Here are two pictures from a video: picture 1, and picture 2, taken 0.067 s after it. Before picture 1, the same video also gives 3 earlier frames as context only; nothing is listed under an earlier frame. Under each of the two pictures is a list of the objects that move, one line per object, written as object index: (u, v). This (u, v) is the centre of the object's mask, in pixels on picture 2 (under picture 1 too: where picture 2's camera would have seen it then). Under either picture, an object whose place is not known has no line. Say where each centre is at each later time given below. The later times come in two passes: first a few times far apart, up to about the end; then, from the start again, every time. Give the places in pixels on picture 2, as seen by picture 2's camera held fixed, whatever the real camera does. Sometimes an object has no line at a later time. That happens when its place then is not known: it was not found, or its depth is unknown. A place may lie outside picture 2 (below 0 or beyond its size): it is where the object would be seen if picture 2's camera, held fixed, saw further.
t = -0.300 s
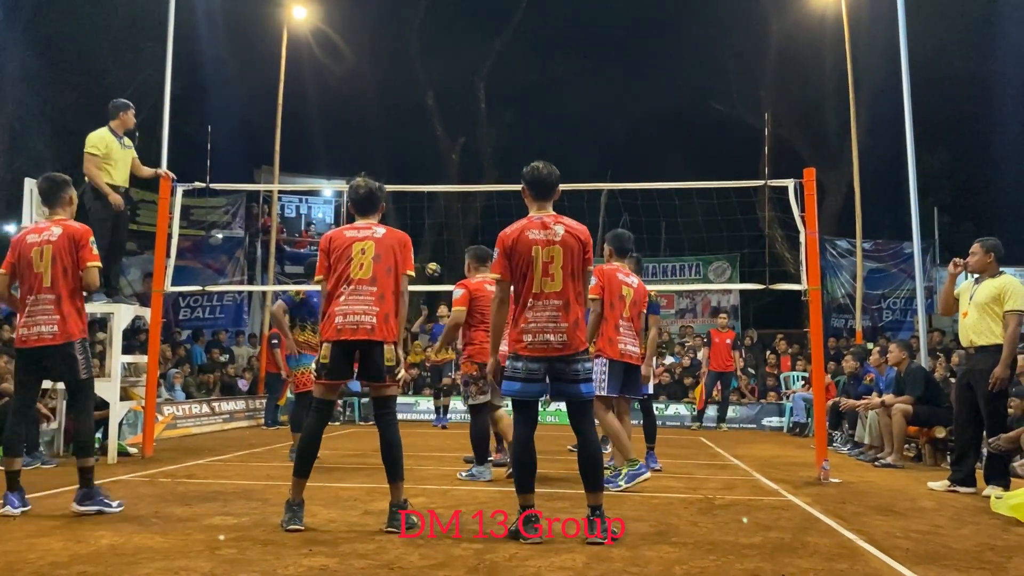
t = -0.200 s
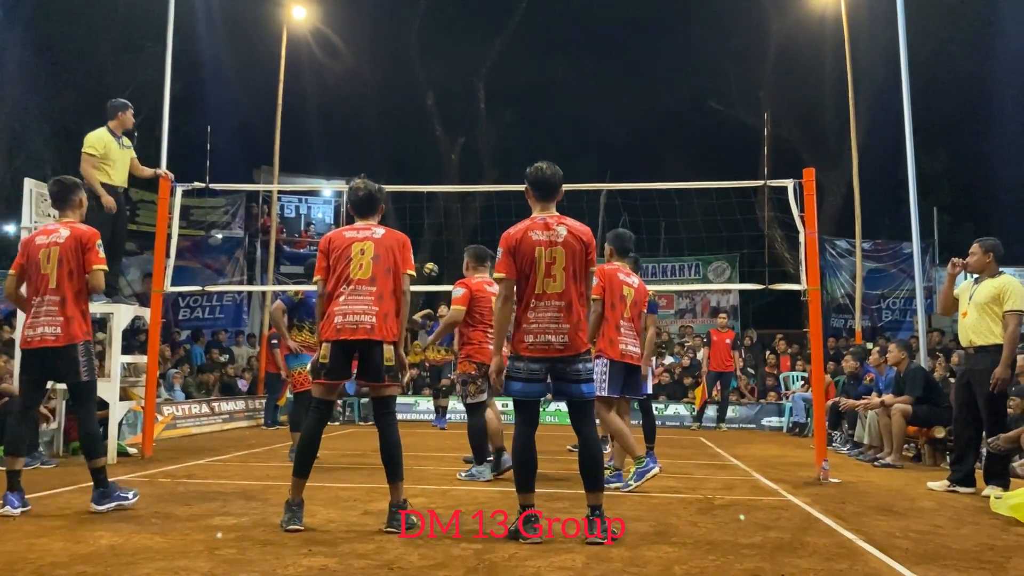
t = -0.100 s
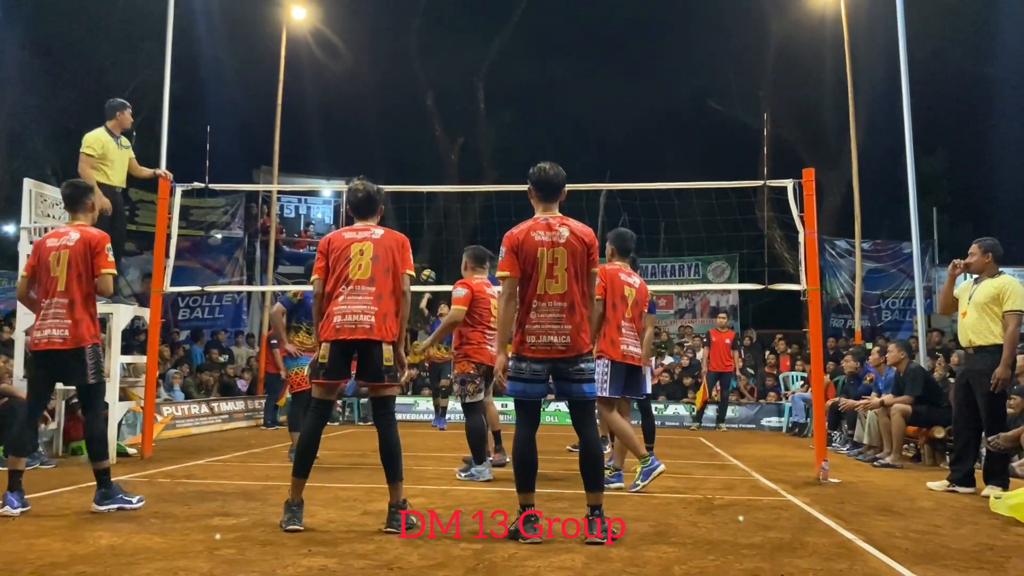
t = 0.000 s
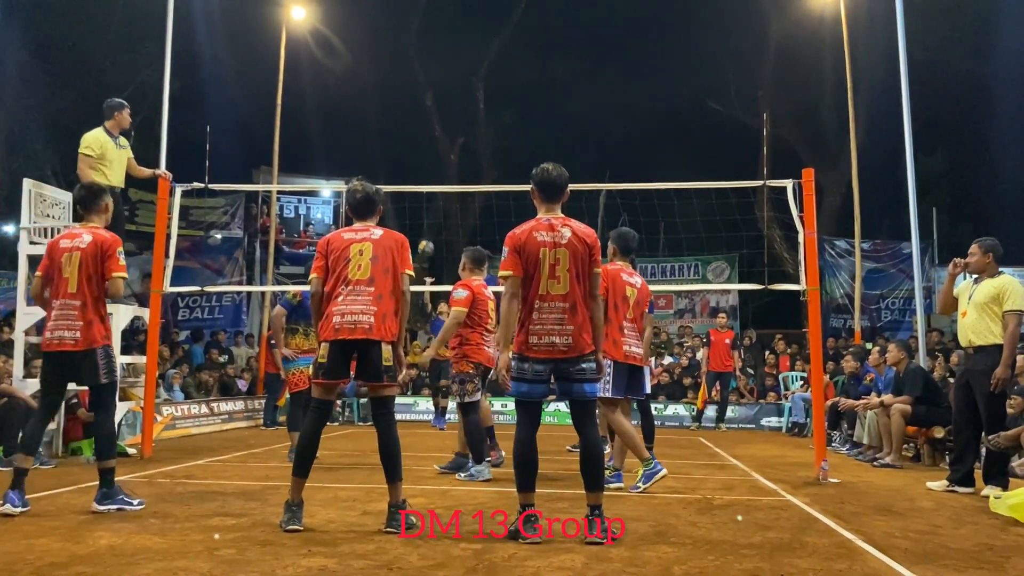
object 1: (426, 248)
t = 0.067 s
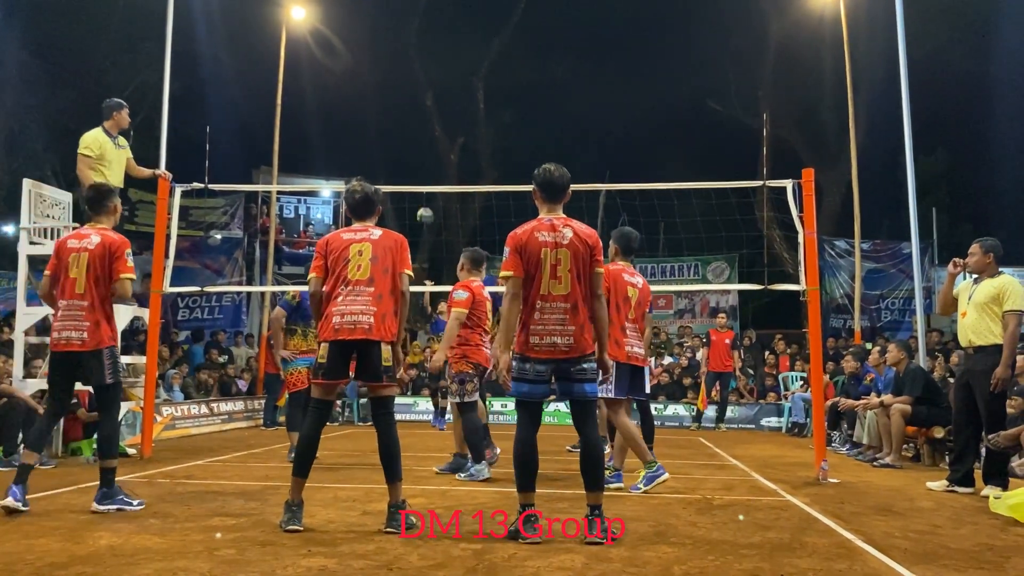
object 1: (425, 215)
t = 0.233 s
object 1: (423, 143)
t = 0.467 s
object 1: (426, 58)
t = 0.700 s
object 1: (432, 14)
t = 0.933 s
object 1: (433, 33)
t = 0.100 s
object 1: (425, 202)
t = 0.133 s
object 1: (424, 181)
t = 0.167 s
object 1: (424, 170)
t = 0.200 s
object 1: (423, 158)
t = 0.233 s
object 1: (423, 143)
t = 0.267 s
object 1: (423, 129)
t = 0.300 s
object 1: (423, 117)
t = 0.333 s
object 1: (423, 104)
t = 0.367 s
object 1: (424, 91)
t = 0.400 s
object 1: (424, 80)
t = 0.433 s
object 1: (425, 69)
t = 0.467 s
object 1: (426, 58)
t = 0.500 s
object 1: (427, 50)
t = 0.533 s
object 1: (428, 41)
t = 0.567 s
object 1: (429, 33)
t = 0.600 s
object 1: (430, 28)
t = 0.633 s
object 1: (431, 22)
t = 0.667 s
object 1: (431, 17)
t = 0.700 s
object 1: (432, 14)
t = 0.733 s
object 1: (432, 13)
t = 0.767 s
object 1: (432, 12)
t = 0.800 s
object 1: (432, 13)
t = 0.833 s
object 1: (432, 16)
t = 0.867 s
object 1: (433, 20)
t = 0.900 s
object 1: (433, 26)
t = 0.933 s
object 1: (433, 33)
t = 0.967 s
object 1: (434, 43)
